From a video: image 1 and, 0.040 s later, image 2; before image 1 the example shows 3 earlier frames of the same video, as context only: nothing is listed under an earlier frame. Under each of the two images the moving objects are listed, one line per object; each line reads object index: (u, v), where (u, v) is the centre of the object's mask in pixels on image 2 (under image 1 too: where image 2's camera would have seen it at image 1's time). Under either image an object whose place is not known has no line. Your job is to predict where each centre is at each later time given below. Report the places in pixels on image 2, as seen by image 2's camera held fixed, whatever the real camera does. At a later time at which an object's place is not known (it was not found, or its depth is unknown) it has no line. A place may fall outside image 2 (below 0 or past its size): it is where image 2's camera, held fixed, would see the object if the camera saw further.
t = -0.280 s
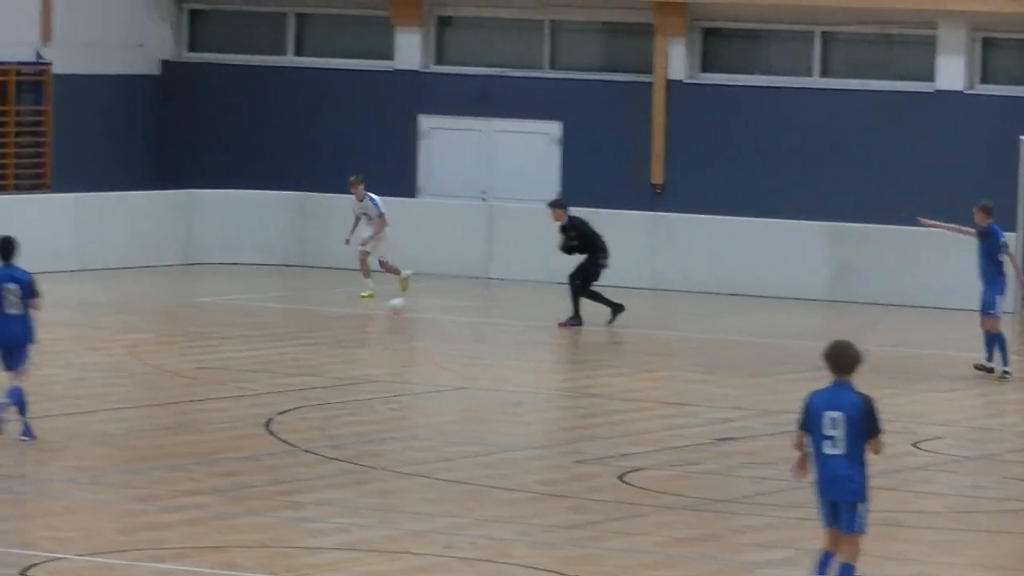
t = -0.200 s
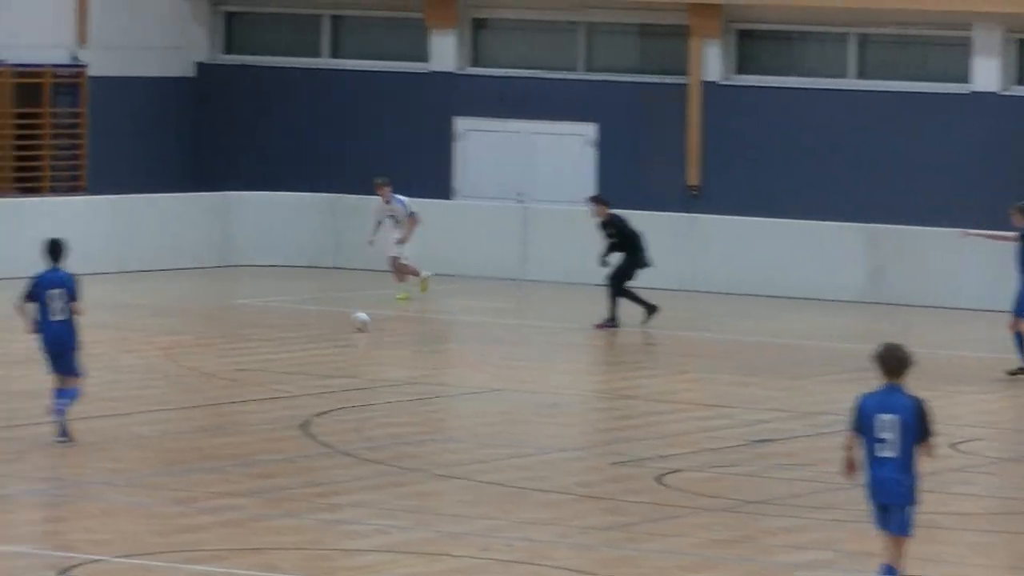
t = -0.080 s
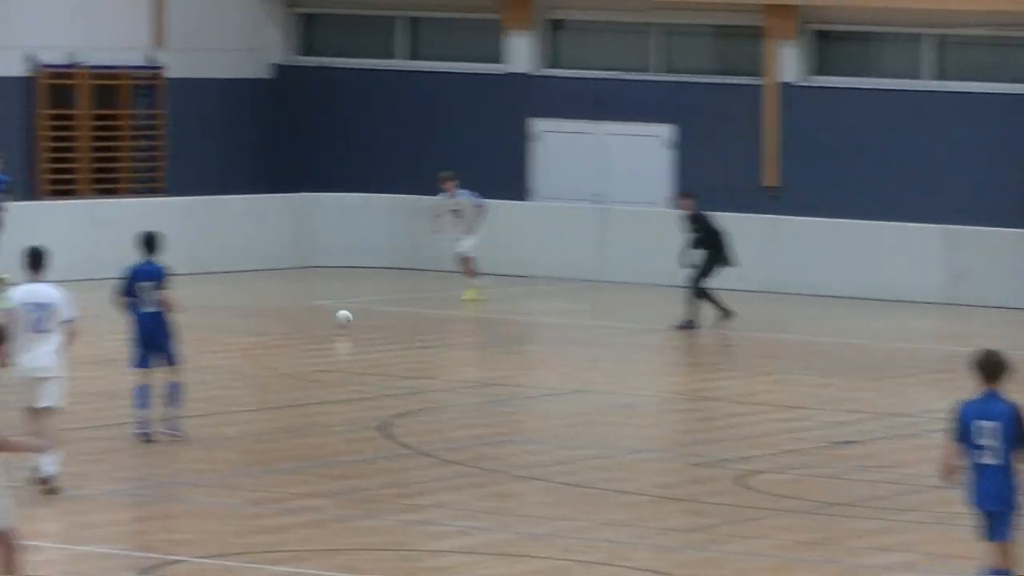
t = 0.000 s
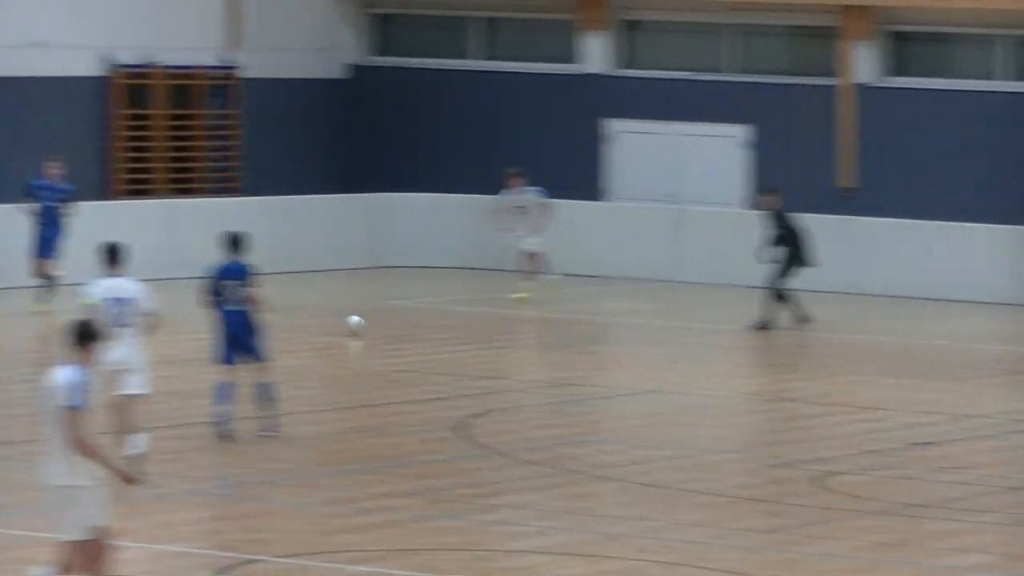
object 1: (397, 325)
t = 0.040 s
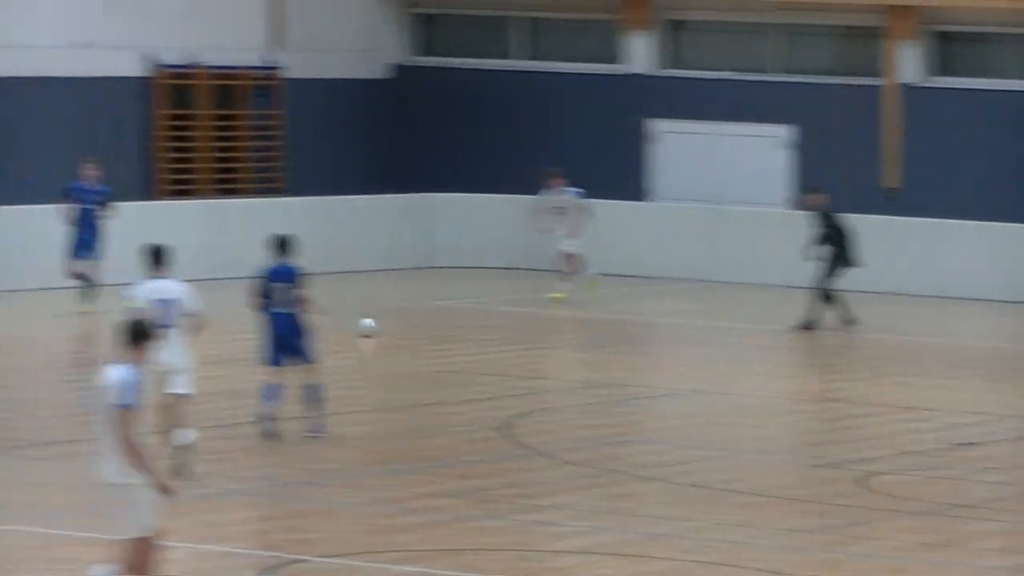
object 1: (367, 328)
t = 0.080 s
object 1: (335, 328)
